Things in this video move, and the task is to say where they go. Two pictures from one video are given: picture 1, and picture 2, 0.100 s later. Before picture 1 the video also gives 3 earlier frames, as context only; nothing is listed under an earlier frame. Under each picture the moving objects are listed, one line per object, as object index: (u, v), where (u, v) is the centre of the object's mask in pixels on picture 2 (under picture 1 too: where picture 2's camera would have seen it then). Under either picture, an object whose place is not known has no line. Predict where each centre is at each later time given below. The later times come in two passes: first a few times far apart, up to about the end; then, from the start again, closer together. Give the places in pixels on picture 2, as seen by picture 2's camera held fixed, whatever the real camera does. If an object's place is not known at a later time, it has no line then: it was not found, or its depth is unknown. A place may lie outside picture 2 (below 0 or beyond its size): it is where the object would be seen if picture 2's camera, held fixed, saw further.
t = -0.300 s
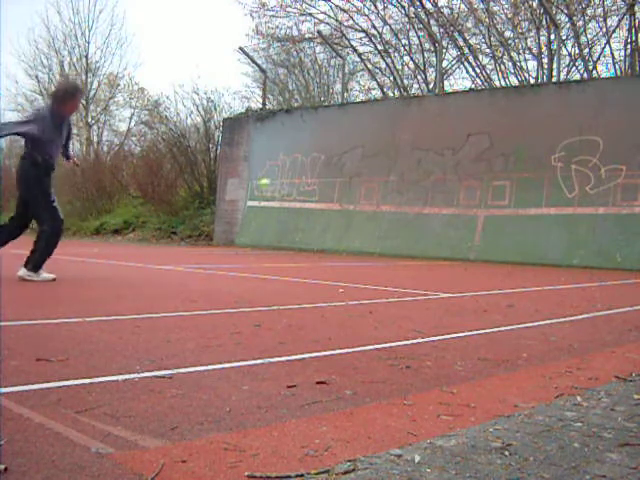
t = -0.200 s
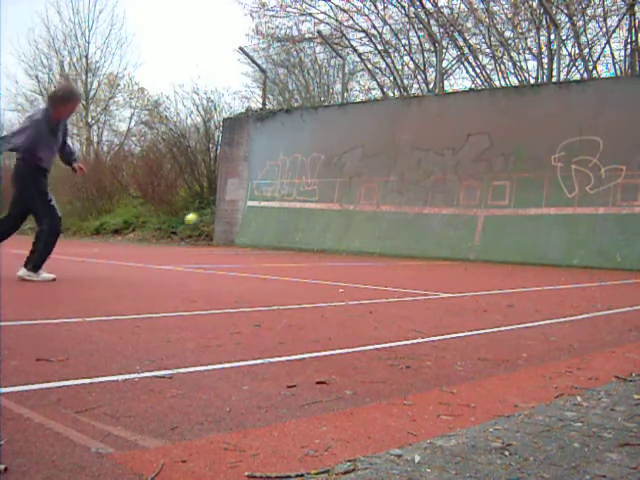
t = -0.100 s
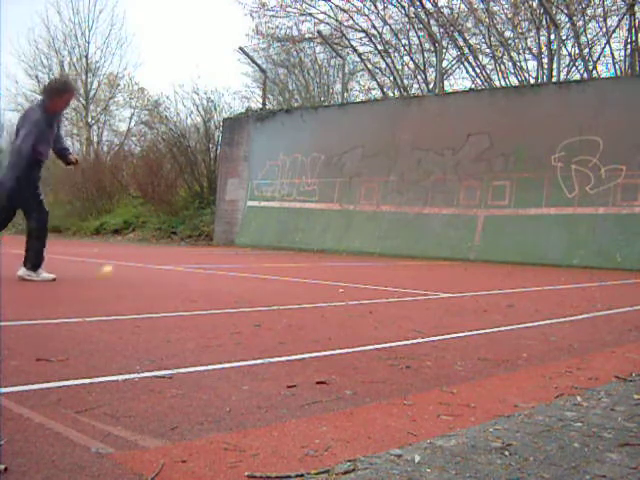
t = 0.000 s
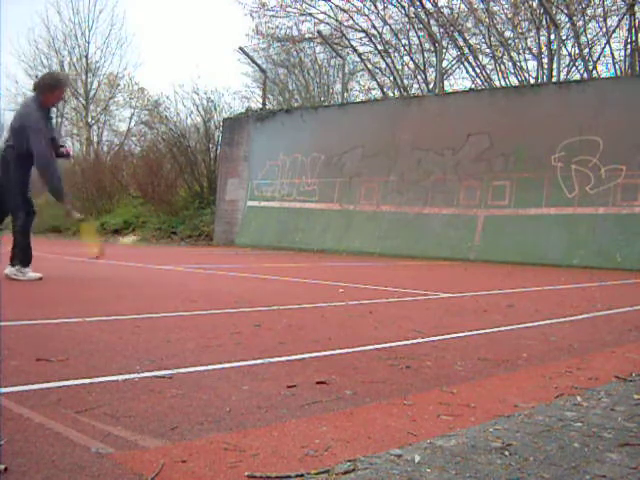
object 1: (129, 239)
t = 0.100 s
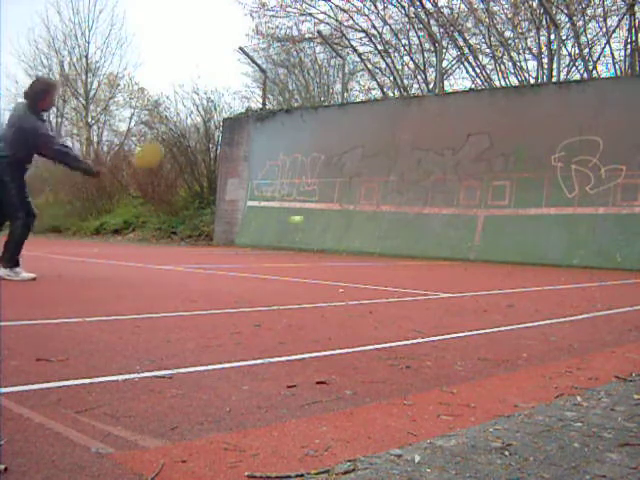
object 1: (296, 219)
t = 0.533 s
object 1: (509, 200)
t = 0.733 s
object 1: (437, 160)
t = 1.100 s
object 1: (262, 153)
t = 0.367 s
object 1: (511, 219)
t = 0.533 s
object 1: (509, 200)
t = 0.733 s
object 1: (437, 160)
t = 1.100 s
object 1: (262, 153)
